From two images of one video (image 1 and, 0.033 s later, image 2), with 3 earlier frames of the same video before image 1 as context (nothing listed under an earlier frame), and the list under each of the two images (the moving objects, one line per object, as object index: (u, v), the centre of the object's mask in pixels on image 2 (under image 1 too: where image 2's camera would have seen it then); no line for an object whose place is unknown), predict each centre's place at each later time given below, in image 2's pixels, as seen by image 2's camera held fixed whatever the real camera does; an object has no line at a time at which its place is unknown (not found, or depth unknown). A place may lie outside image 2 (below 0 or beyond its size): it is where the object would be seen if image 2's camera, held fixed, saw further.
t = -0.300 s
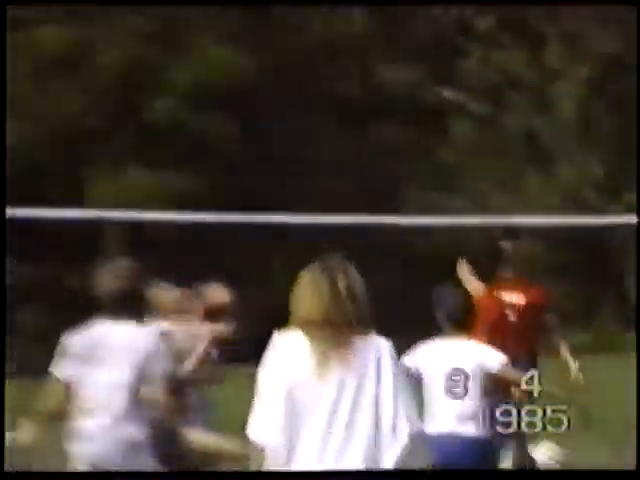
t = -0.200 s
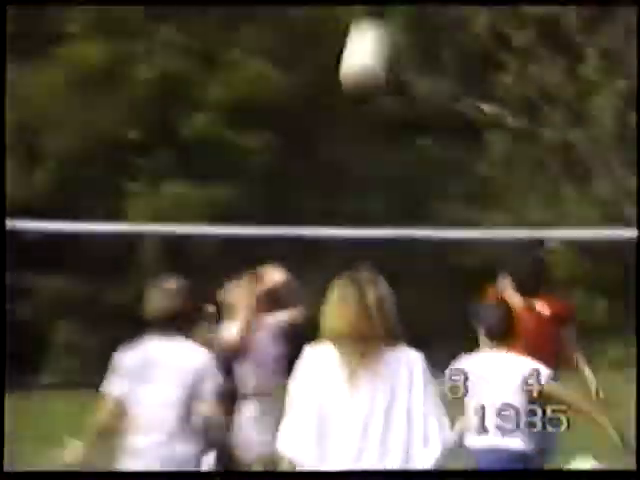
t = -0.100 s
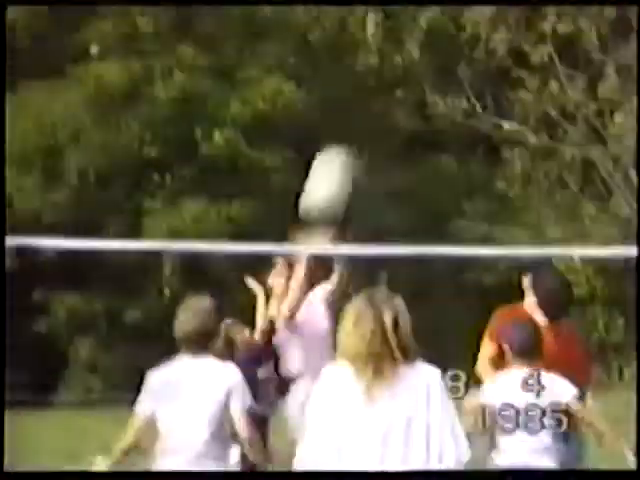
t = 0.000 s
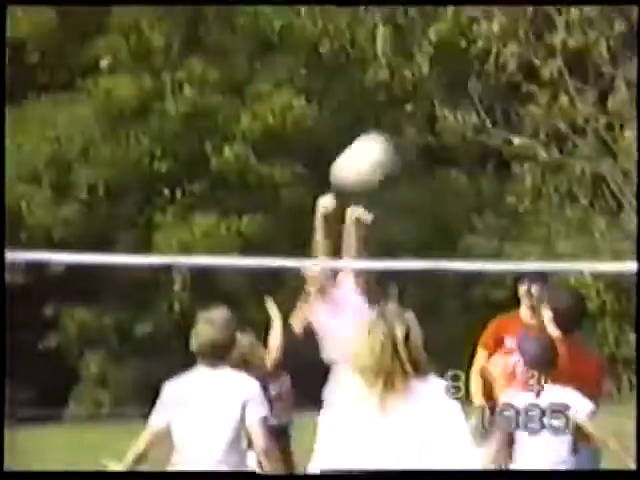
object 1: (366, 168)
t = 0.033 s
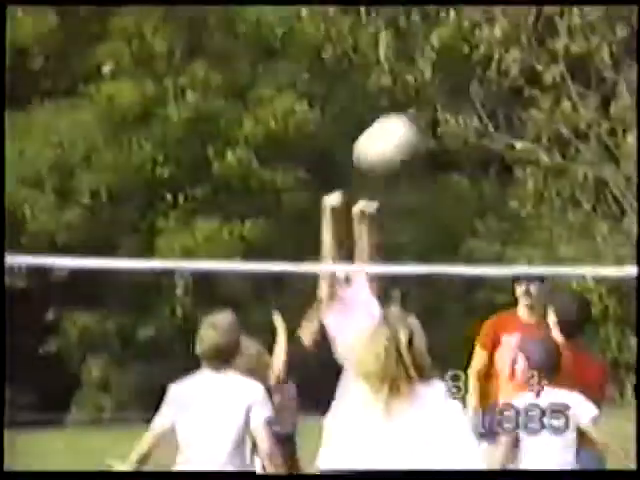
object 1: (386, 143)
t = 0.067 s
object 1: (407, 121)
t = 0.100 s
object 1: (426, 98)
